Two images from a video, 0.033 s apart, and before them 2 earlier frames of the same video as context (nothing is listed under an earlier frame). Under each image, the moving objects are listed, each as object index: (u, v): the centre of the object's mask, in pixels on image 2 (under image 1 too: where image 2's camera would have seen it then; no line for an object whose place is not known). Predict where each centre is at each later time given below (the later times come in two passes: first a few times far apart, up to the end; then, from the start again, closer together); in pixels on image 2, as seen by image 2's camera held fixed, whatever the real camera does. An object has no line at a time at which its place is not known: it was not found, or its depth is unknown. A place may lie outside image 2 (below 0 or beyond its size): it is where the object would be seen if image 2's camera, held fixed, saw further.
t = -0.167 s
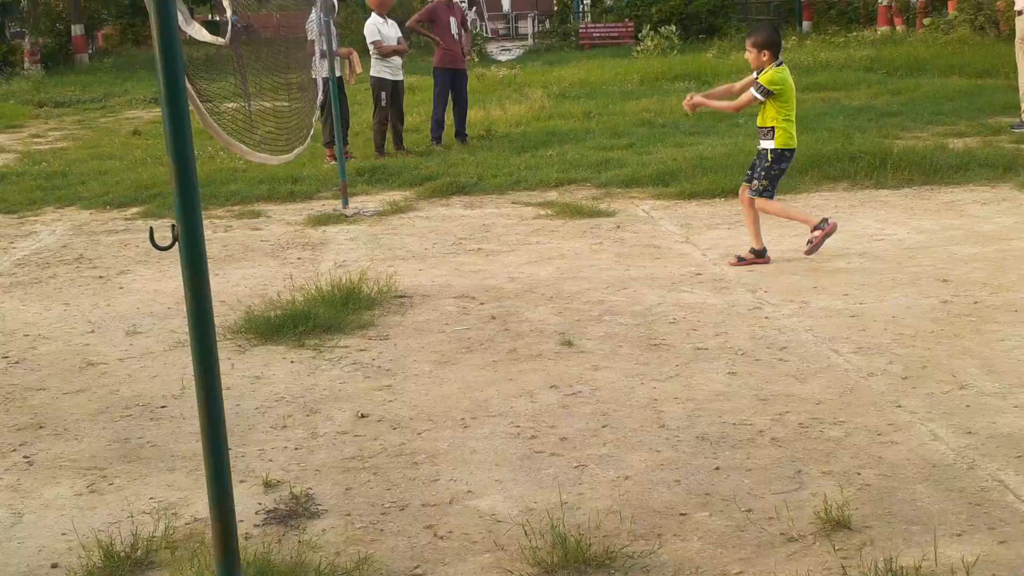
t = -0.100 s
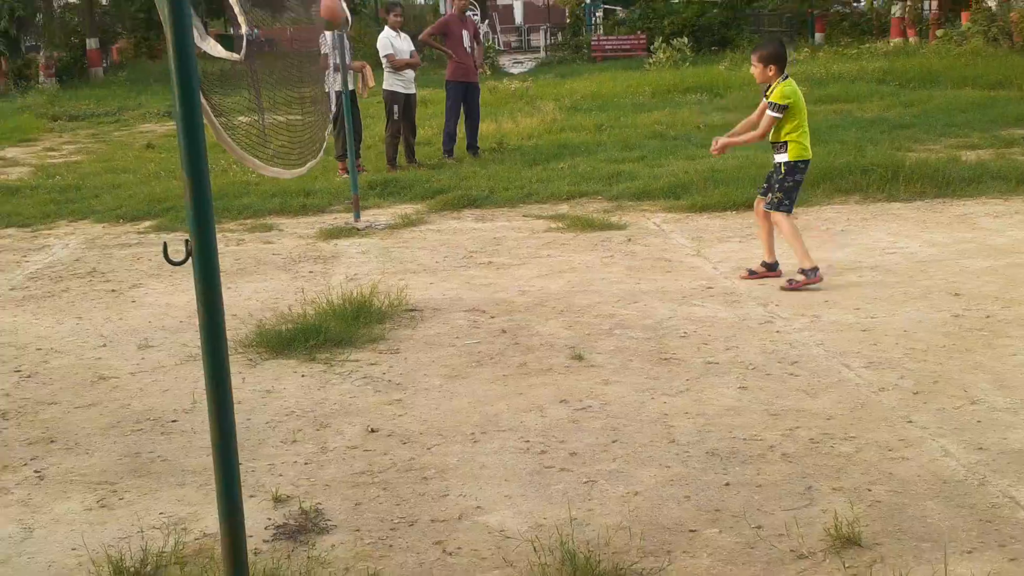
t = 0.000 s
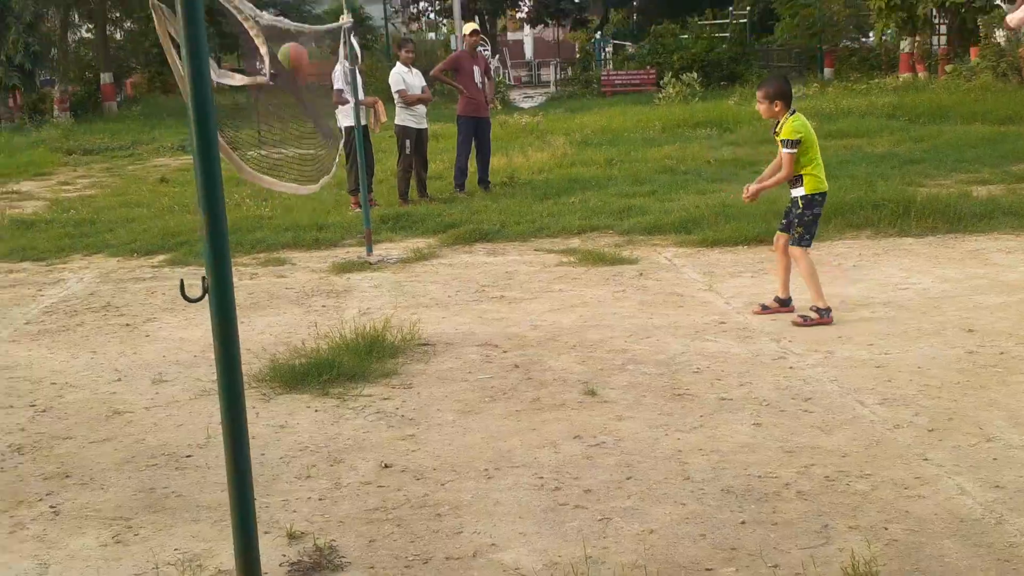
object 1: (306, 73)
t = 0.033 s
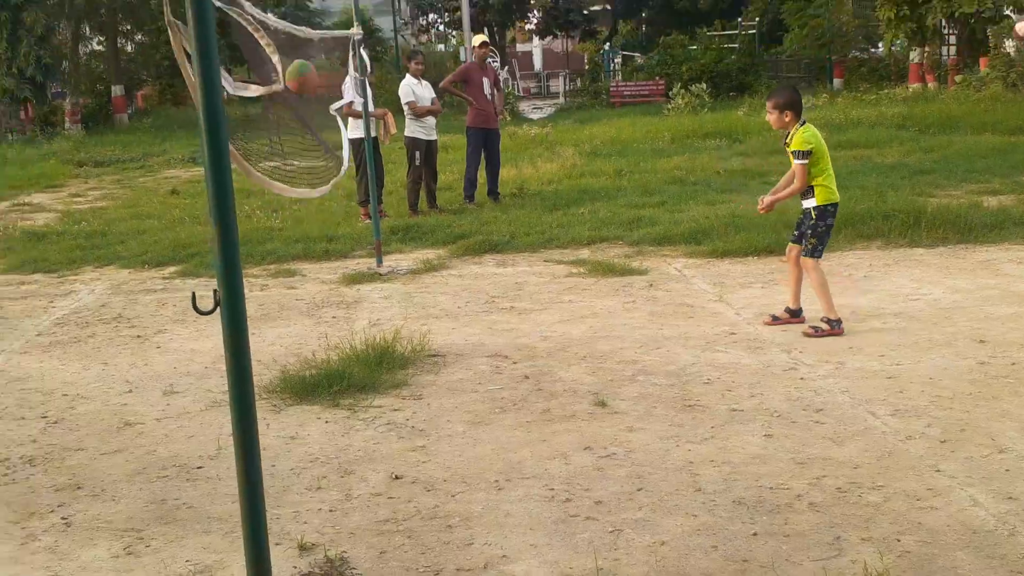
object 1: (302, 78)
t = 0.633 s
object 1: (327, 229)
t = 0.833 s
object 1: (355, 177)
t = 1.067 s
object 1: (395, 206)
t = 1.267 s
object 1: (434, 304)
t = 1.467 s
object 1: (450, 239)
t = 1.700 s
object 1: (478, 238)
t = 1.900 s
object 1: (505, 308)
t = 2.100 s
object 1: (524, 266)
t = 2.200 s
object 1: (536, 272)
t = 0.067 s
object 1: (298, 82)
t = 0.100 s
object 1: (299, 86)
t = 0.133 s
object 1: (302, 93)
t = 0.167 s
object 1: (299, 107)
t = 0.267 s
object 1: (302, 159)
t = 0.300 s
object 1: (304, 179)
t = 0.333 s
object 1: (305, 200)
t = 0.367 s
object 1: (305, 223)
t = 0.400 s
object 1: (306, 247)
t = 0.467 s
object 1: (309, 301)
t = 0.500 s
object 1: (311, 297)
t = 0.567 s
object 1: (317, 259)
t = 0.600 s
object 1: (323, 243)
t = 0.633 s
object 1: (327, 229)
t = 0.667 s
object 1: (332, 216)
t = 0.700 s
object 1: (336, 205)
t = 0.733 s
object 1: (344, 197)
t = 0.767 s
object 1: (348, 188)
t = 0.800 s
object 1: (352, 183)
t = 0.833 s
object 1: (355, 177)
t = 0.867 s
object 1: (362, 177)
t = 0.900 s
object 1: (367, 177)
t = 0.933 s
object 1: (371, 179)
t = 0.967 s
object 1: (377, 183)
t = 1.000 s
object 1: (383, 189)
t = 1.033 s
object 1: (390, 197)
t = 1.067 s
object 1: (395, 206)
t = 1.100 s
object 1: (401, 218)
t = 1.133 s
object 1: (408, 231)
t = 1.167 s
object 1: (414, 246)
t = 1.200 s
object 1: (420, 263)
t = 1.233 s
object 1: (427, 282)
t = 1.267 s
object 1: (434, 304)
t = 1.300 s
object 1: (436, 293)
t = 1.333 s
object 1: (439, 279)
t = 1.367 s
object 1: (442, 267)
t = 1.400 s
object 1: (445, 256)
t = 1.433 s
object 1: (448, 246)
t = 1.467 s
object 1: (450, 239)
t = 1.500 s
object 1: (454, 233)
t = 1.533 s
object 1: (458, 229)
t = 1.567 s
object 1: (462, 227)
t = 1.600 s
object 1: (466, 227)
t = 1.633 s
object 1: (470, 229)
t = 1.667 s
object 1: (474, 233)
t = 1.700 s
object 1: (478, 238)
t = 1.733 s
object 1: (482, 246)
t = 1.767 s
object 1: (487, 256)
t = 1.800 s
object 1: (492, 268)
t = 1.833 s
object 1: (496, 282)
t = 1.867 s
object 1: (501, 298)
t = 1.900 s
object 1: (505, 308)
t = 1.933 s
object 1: (508, 296)
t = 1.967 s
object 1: (511, 286)
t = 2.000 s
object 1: (515, 279)
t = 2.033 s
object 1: (518, 272)
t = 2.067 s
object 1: (521, 268)
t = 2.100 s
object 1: (524, 266)
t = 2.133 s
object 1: (528, 266)
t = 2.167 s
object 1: (532, 267)
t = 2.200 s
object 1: (536, 272)
